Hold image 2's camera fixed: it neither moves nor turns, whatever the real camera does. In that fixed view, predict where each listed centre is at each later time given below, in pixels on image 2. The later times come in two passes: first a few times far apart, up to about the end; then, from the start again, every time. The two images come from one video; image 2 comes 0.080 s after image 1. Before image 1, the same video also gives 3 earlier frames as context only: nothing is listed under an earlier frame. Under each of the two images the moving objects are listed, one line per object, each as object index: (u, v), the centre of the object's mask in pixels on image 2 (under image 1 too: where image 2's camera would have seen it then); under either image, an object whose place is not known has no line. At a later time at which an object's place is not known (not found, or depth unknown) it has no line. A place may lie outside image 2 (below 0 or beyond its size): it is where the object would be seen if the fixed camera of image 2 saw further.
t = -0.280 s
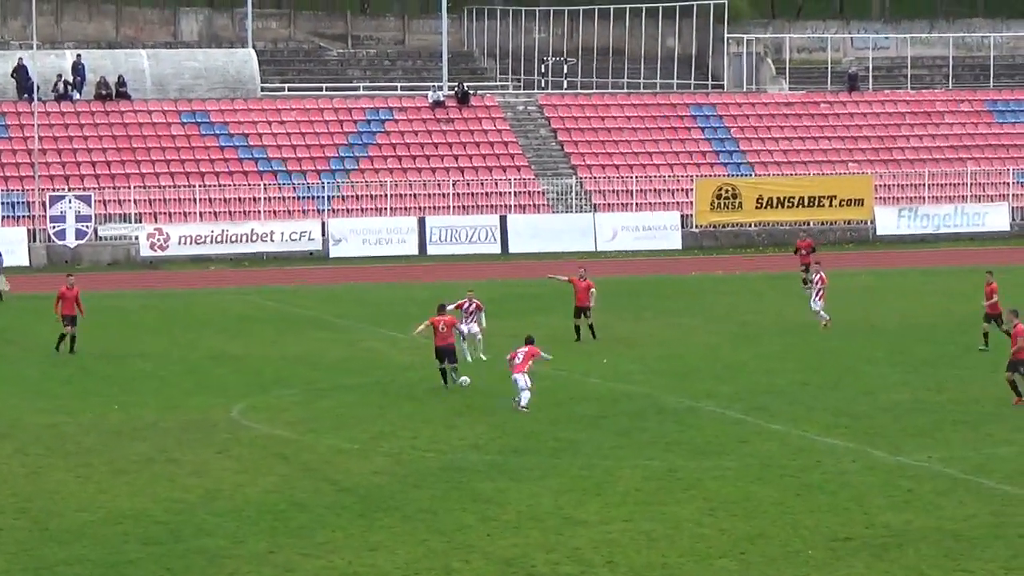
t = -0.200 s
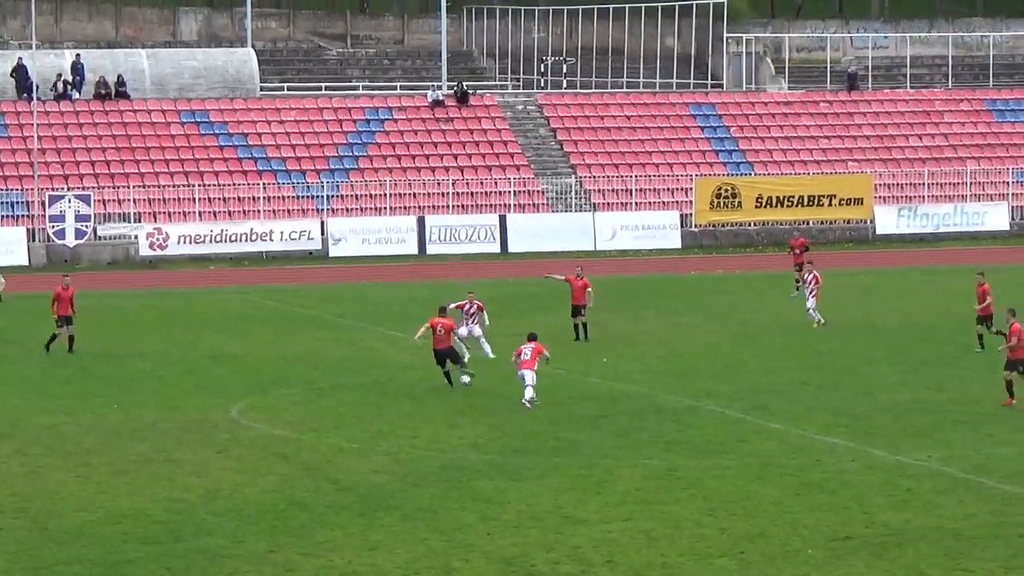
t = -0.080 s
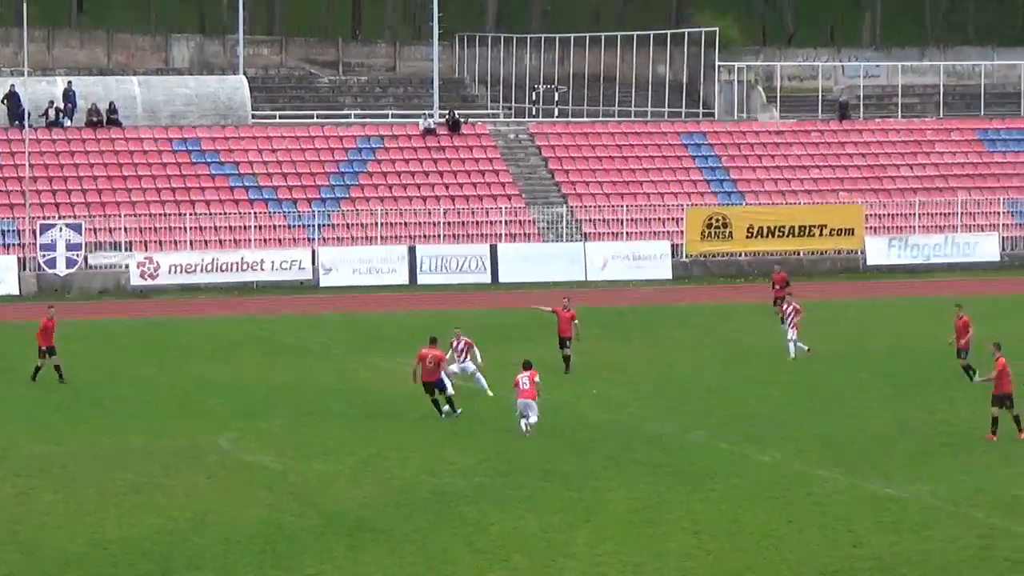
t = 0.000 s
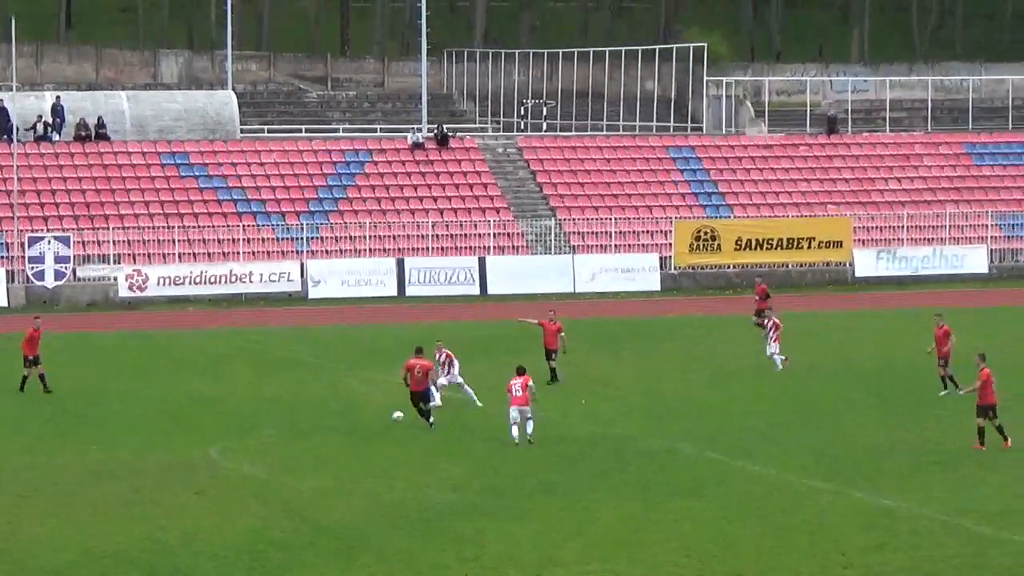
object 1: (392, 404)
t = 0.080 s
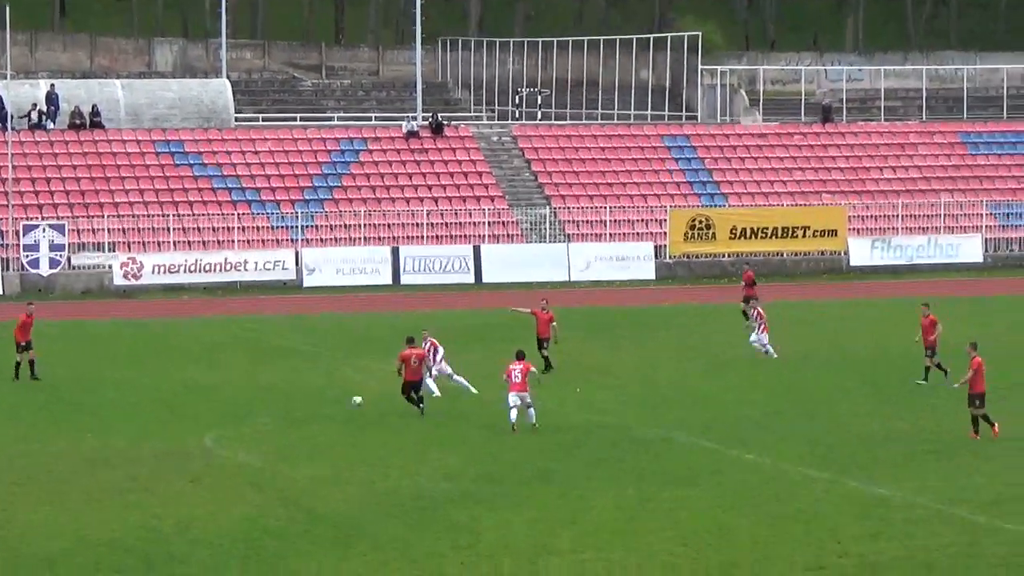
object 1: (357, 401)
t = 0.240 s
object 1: (292, 395)
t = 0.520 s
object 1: (198, 385)
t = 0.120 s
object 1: (339, 398)
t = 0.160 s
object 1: (323, 397)
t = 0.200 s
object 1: (307, 396)
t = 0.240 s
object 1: (292, 395)
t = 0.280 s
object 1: (276, 393)
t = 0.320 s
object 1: (263, 391)
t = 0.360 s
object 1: (250, 388)
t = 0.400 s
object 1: (236, 387)
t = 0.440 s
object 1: (224, 386)
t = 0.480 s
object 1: (211, 386)
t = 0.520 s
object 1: (198, 385)
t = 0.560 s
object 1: (186, 385)
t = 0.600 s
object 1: (176, 382)
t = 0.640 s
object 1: (165, 379)
